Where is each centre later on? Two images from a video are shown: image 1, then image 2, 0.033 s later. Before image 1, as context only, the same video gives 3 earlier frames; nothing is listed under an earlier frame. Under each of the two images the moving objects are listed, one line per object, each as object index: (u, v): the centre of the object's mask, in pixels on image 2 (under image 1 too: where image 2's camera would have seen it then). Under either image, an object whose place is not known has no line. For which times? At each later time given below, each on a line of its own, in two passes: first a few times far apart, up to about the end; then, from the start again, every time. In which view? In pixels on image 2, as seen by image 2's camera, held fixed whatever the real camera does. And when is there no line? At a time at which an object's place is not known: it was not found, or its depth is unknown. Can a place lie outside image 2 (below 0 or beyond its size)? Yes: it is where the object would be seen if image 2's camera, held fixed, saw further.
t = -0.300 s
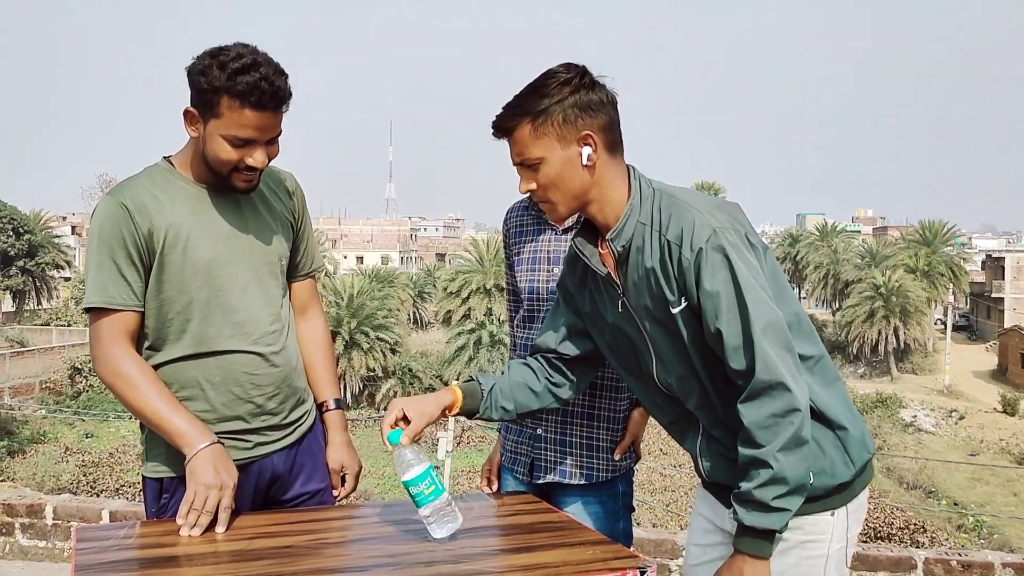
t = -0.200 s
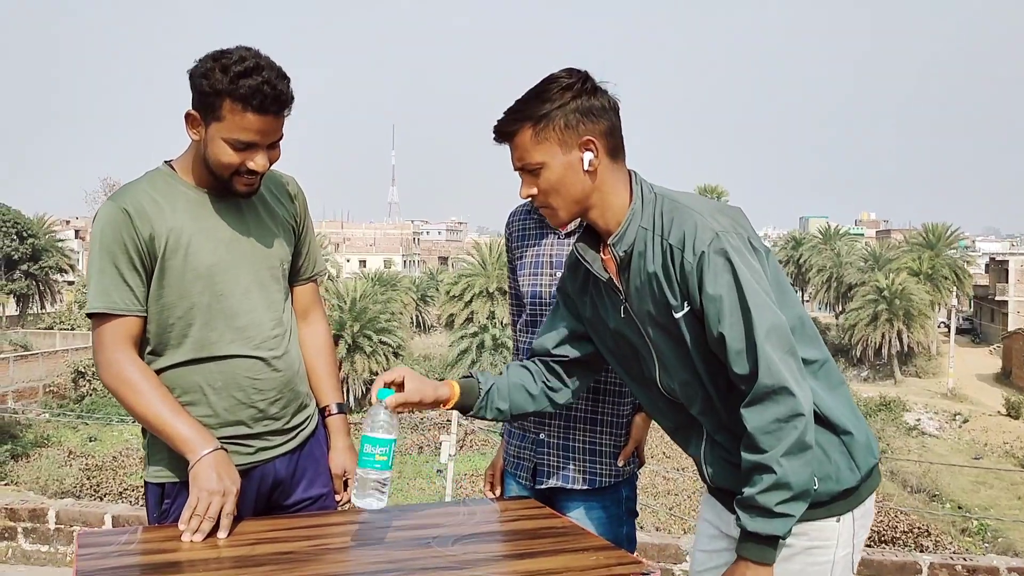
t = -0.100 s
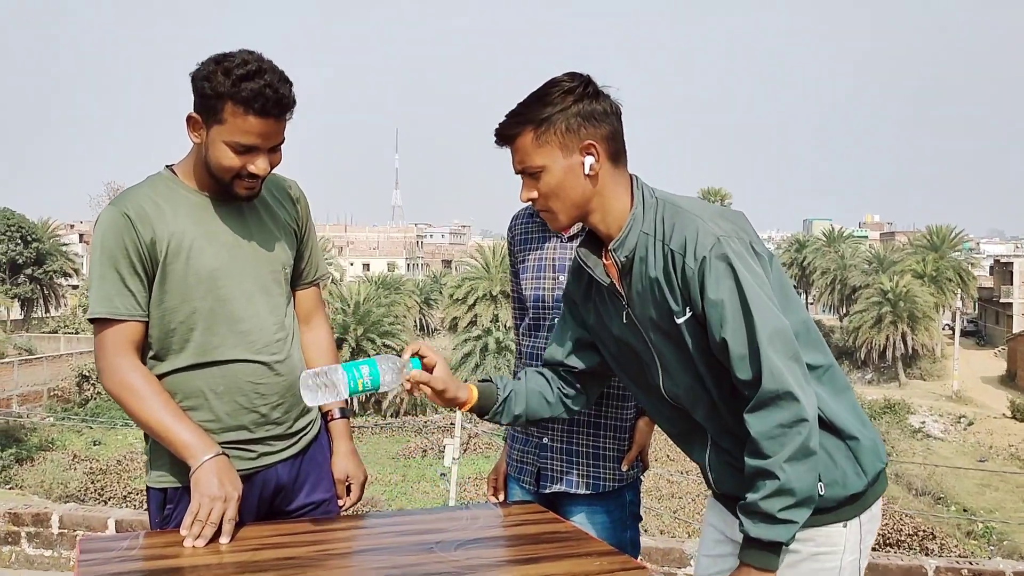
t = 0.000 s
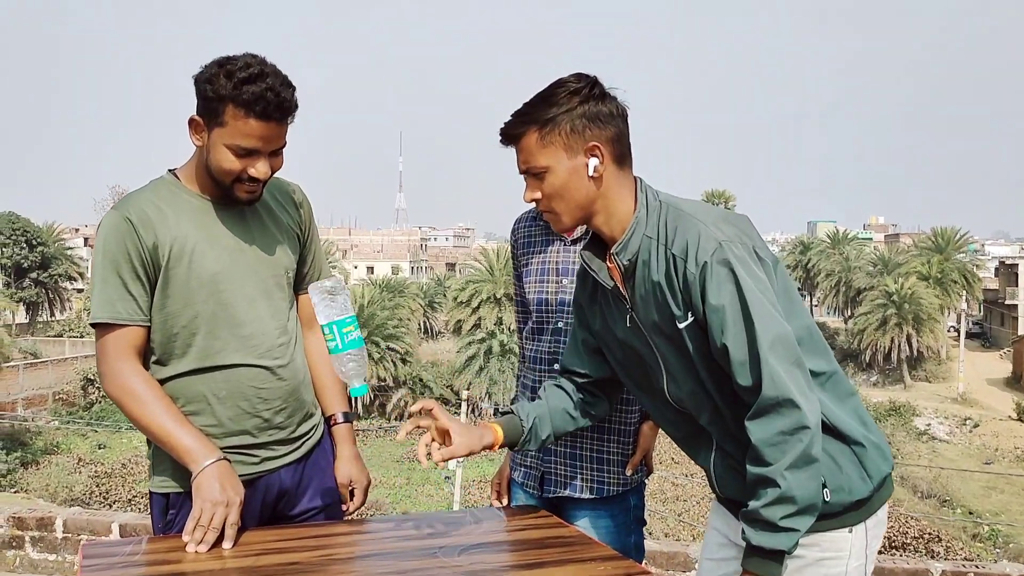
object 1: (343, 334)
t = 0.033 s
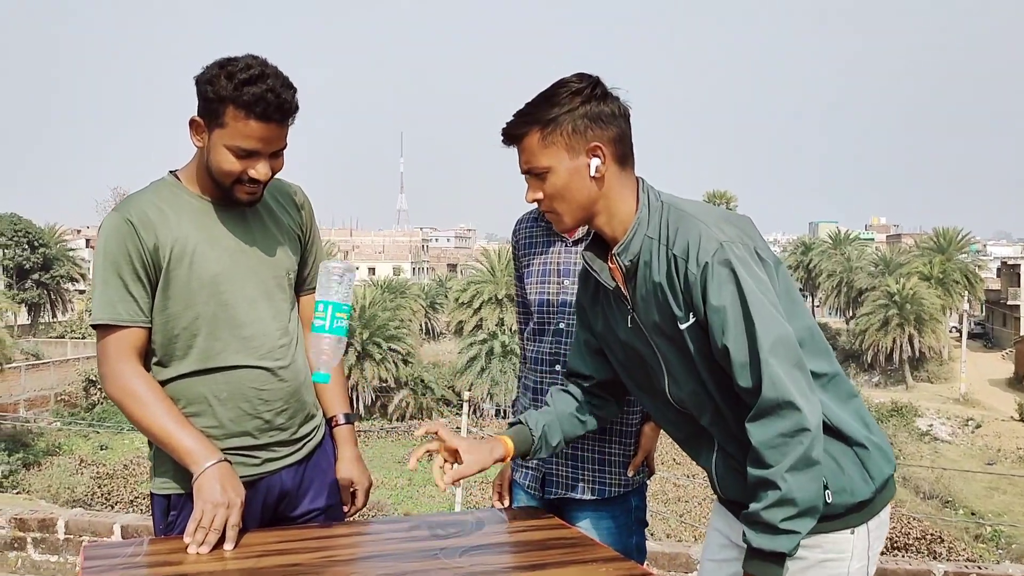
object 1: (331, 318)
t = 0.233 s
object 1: (325, 304)
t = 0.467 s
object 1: (348, 514)
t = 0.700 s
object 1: (347, 515)
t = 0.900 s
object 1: (339, 516)
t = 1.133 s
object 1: (339, 516)
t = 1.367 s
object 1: (339, 517)
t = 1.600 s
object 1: (340, 516)
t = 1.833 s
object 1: (340, 514)
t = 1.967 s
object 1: (338, 513)
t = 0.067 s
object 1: (321, 302)
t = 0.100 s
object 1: (316, 289)
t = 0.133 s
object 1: (315, 280)
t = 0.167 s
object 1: (318, 280)
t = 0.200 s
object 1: (322, 288)
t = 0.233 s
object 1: (325, 304)
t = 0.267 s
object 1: (329, 328)
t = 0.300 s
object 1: (334, 360)
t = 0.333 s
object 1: (337, 398)
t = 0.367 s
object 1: (340, 443)
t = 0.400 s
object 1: (343, 494)
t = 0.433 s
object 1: (346, 514)
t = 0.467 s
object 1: (348, 514)
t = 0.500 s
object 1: (351, 514)
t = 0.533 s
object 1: (352, 515)
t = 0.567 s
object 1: (353, 515)
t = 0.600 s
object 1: (353, 515)
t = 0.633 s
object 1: (352, 515)
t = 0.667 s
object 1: (351, 515)
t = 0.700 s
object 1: (347, 515)
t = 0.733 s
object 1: (339, 516)
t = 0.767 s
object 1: (338, 516)
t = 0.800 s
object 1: (339, 516)
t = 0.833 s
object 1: (338, 516)
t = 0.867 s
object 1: (338, 516)
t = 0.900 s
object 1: (339, 516)
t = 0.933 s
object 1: (339, 516)
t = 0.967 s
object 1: (339, 516)
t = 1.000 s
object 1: (339, 516)
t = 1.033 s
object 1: (339, 516)
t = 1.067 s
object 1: (339, 516)
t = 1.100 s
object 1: (339, 516)
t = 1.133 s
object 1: (339, 516)
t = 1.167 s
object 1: (339, 517)
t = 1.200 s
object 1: (339, 517)
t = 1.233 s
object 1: (339, 517)
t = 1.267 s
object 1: (339, 517)
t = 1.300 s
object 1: (339, 517)
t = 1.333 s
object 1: (339, 517)
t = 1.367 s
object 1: (339, 517)
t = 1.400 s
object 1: (339, 517)
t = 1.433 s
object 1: (339, 517)
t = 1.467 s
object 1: (339, 516)
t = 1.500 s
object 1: (340, 516)
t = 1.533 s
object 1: (339, 516)
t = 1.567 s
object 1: (339, 516)
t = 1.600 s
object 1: (340, 516)
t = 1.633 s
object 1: (340, 516)
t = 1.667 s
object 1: (340, 515)
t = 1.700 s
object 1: (340, 515)
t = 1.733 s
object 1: (340, 515)
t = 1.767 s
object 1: (340, 514)
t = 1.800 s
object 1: (340, 514)
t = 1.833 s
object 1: (340, 514)
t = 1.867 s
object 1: (340, 514)
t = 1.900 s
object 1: (339, 513)
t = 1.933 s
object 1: (338, 513)
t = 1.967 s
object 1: (338, 513)
